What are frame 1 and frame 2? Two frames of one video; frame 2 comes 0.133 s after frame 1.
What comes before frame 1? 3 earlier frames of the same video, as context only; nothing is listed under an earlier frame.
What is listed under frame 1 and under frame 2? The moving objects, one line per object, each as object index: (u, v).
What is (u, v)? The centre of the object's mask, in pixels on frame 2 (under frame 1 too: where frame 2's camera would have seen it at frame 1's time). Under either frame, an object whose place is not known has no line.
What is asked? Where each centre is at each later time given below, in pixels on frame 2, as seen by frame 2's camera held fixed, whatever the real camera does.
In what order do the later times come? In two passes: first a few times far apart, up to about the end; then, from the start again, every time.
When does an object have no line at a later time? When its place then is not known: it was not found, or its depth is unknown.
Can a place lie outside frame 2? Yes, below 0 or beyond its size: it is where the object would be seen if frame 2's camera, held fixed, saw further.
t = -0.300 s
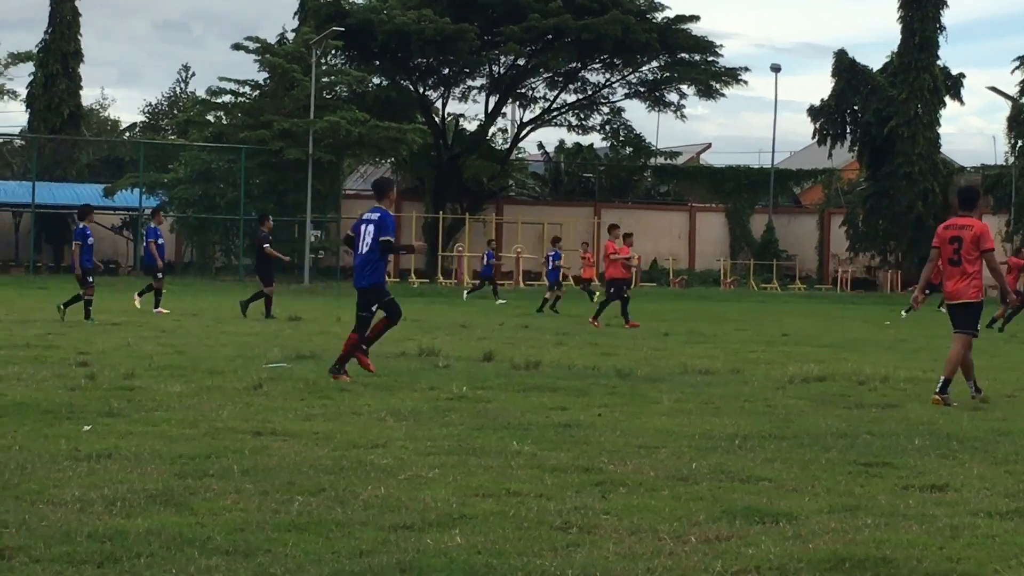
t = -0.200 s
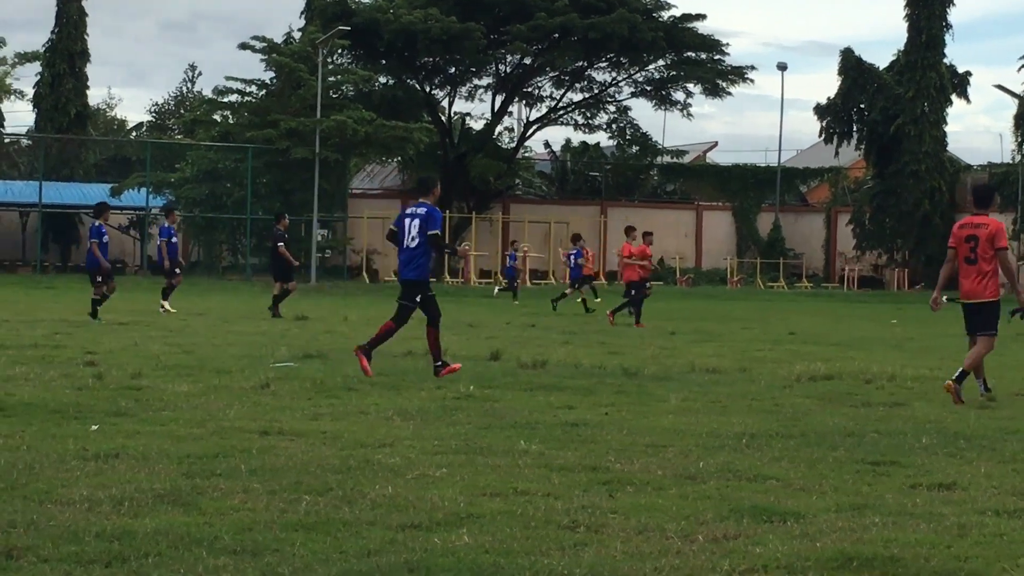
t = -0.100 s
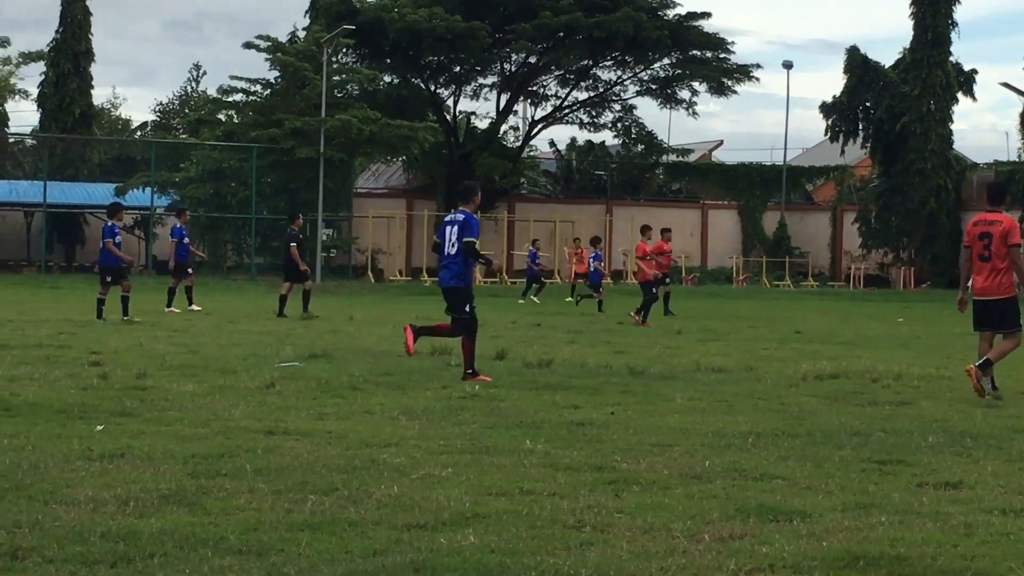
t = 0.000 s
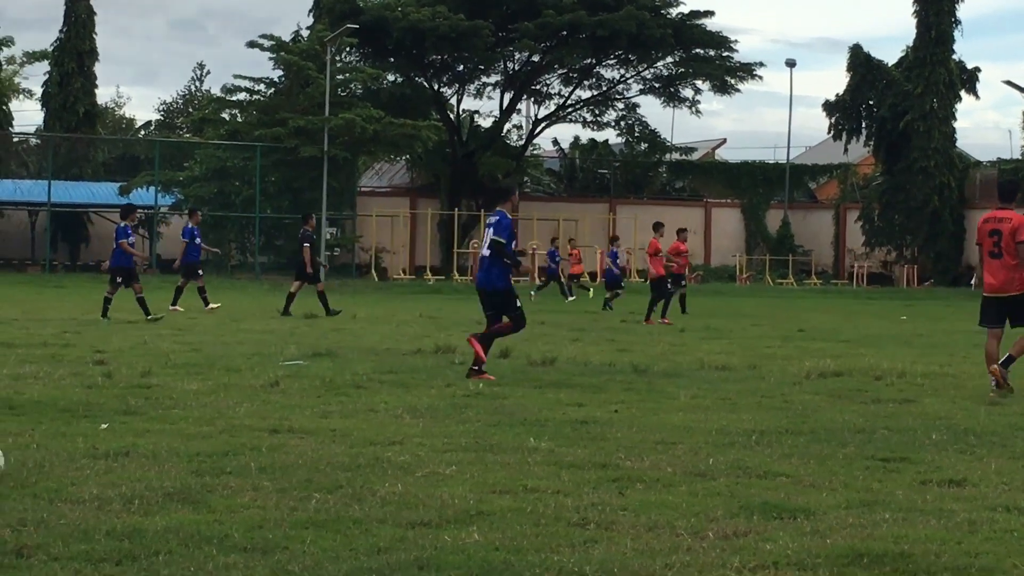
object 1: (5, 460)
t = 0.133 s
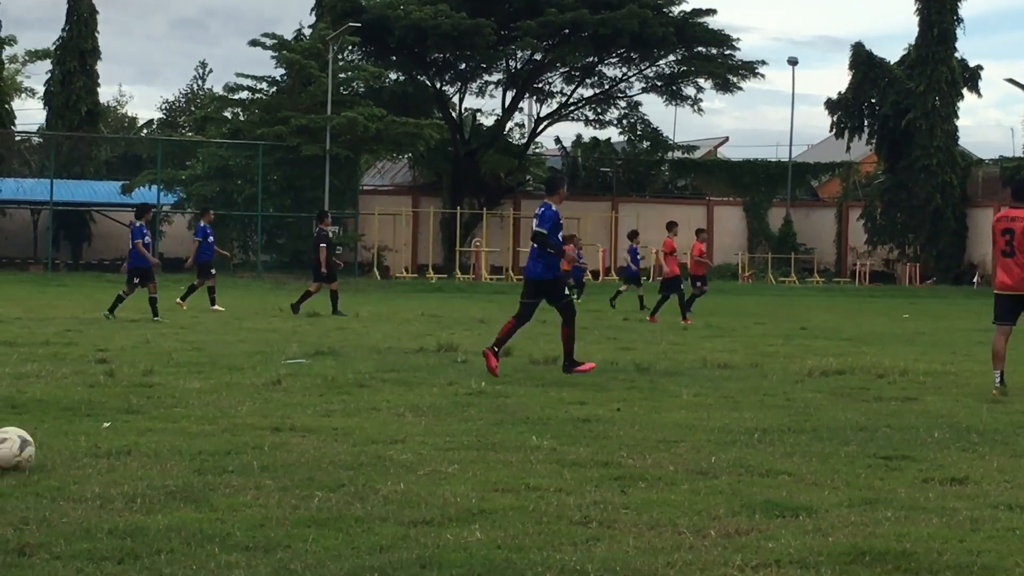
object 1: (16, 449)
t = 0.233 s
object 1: (32, 446)
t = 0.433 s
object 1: (69, 437)
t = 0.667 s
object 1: (103, 427)
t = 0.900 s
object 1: (129, 421)
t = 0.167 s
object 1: (20, 447)
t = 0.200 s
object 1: (24, 446)
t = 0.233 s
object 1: (32, 446)
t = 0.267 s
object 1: (38, 445)
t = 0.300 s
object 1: (45, 440)
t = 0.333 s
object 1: (50, 440)
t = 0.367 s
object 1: (57, 439)
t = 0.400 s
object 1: (63, 438)
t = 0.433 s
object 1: (69, 437)
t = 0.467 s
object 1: (74, 434)
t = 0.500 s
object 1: (80, 431)
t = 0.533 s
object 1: (85, 429)
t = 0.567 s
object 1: (89, 428)
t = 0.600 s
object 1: (94, 428)
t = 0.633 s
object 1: (99, 429)
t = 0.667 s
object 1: (103, 427)
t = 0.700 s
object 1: (108, 424)
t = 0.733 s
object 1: (111, 423)
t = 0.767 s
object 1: (115, 423)
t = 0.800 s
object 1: (119, 425)
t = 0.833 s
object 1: (122, 424)
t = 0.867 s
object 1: (126, 422)
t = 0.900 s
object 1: (129, 421)
